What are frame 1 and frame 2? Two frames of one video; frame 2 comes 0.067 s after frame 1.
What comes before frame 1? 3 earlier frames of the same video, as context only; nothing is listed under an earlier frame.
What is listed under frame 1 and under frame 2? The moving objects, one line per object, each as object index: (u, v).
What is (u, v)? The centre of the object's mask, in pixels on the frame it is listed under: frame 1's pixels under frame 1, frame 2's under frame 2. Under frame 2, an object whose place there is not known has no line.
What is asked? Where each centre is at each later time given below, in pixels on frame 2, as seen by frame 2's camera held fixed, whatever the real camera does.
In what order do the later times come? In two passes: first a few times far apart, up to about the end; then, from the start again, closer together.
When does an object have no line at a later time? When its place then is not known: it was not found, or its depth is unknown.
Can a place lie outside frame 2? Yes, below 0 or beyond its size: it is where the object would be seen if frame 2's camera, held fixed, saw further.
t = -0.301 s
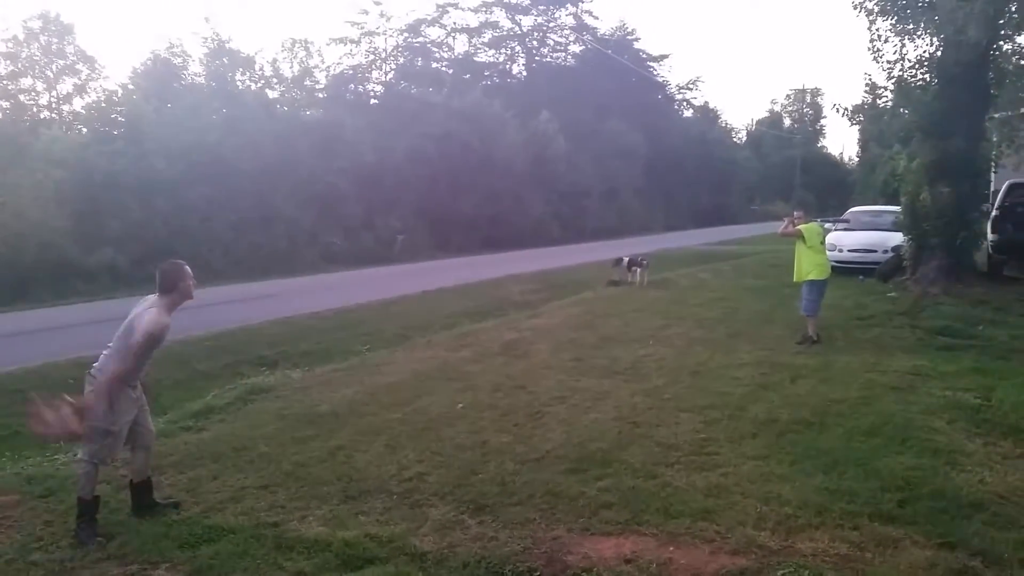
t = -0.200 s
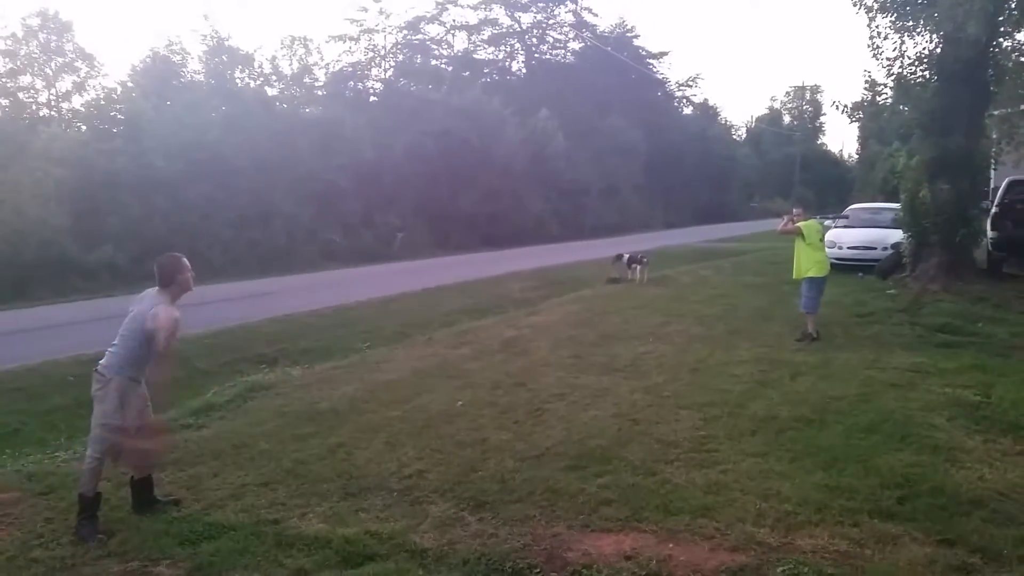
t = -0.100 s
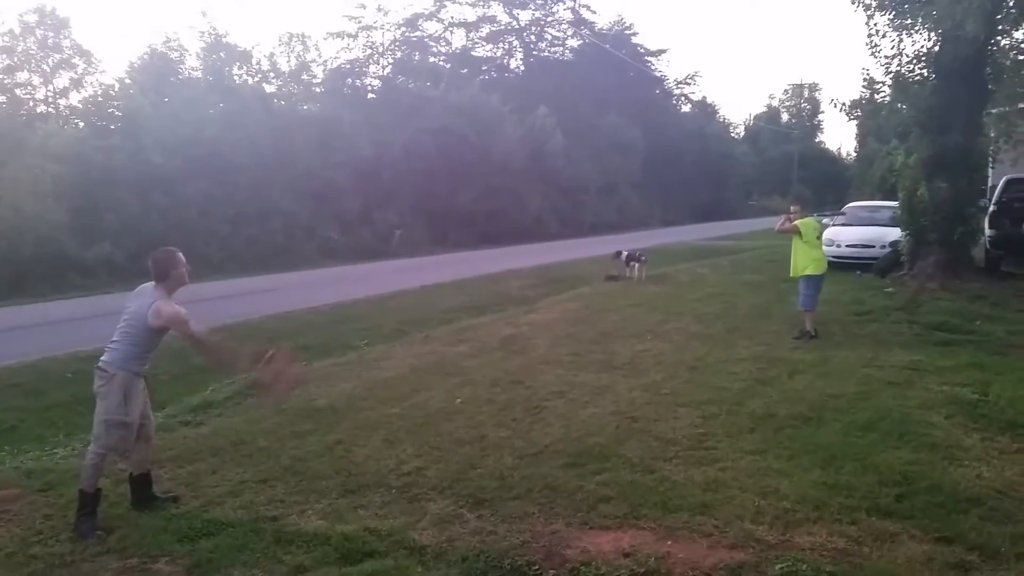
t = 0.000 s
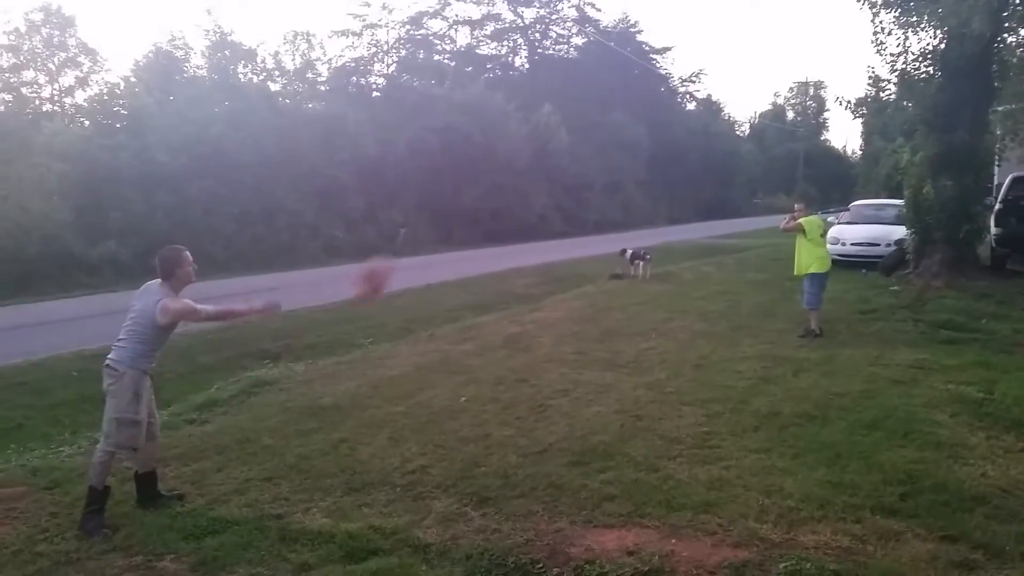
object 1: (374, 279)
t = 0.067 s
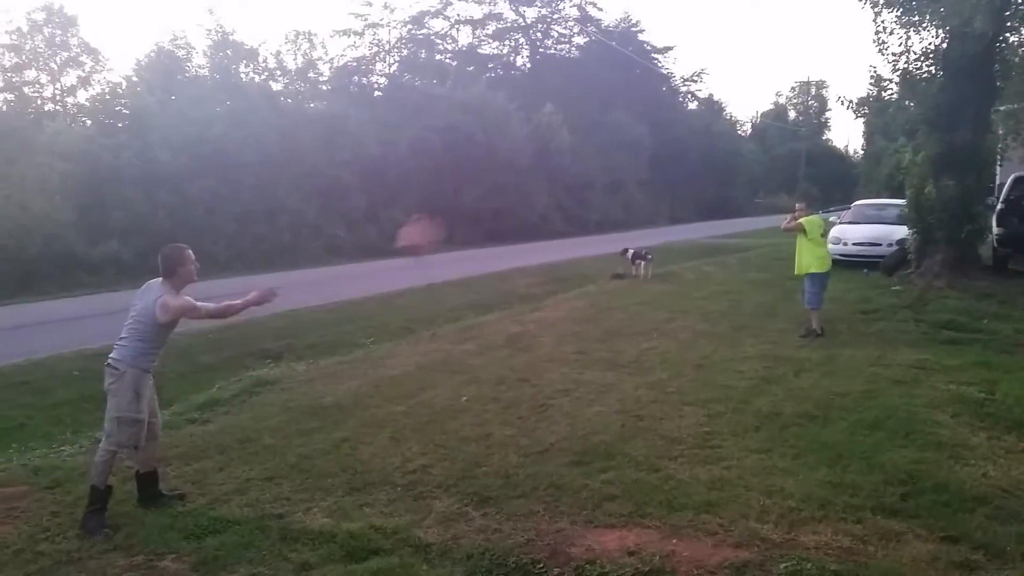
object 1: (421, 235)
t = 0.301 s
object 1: (544, 150)
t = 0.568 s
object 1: (643, 144)
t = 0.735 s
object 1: (687, 171)
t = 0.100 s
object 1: (442, 218)
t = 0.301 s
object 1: (544, 150)
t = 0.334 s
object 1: (561, 148)
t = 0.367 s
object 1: (575, 142)
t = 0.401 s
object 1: (585, 140)
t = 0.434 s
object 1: (600, 138)
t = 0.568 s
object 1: (643, 144)
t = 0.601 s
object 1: (652, 147)
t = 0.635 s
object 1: (660, 151)
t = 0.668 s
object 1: (670, 156)
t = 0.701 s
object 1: (679, 160)
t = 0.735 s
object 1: (687, 171)
